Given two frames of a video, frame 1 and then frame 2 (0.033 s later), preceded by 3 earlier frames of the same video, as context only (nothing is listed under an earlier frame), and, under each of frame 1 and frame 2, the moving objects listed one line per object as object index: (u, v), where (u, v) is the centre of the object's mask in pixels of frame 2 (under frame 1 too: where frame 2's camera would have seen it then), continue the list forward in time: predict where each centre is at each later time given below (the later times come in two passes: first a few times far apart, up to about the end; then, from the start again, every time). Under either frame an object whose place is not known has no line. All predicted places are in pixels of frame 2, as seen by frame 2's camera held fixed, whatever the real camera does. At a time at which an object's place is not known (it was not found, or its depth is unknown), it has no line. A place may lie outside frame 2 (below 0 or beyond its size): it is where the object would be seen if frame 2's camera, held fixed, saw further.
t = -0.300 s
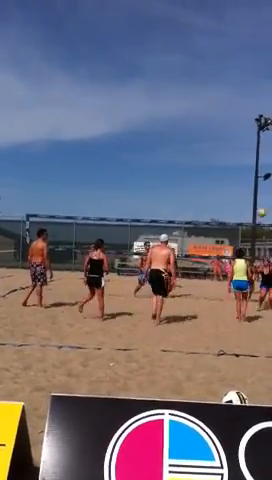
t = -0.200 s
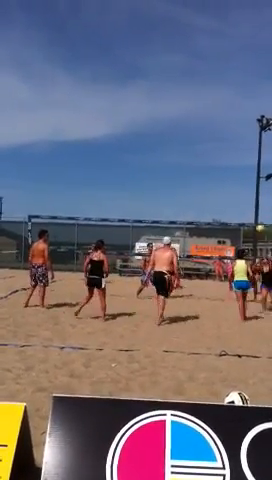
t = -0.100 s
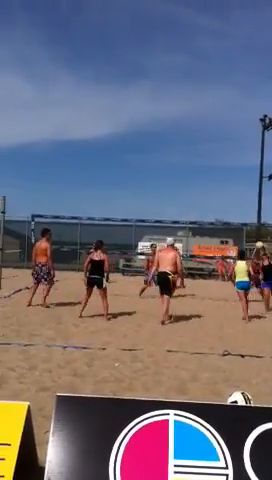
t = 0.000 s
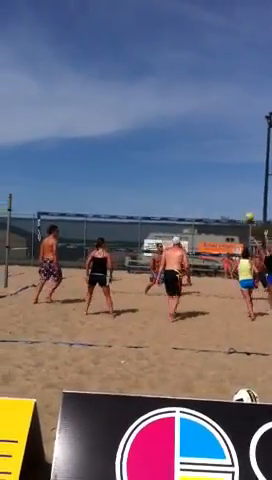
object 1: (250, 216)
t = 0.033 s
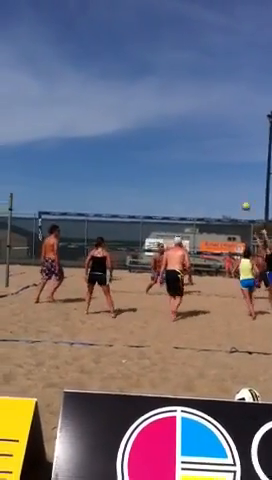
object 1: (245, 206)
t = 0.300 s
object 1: (201, 152)
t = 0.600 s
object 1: (157, 128)
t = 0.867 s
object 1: (118, 137)
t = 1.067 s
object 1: (91, 161)
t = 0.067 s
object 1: (240, 197)
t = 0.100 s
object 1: (234, 189)
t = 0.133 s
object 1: (229, 182)
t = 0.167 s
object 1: (223, 175)
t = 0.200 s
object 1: (218, 169)
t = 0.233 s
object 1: (212, 163)
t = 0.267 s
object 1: (207, 158)
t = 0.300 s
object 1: (201, 152)
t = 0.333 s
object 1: (196, 148)
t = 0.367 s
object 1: (191, 144)
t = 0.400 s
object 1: (186, 140)
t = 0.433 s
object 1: (181, 137)
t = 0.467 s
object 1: (175, 135)
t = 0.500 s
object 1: (171, 133)
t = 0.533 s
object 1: (167, 130)
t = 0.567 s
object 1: (161, 129)
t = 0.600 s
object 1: (157, 128)
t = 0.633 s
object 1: (152, 128)
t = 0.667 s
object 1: (147, 128)
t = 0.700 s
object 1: (142, 128)
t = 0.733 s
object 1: (137, 129)
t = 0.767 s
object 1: (133, 130)
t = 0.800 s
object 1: (128, 132)
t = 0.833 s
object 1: (123, 134)
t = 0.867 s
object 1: (118, 137)
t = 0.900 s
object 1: (113, 140)
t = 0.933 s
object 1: (109, 143)
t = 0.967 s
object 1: (104, 147)
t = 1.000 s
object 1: (99, 152)
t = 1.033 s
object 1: (95, 156)
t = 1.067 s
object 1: (91, 161)
